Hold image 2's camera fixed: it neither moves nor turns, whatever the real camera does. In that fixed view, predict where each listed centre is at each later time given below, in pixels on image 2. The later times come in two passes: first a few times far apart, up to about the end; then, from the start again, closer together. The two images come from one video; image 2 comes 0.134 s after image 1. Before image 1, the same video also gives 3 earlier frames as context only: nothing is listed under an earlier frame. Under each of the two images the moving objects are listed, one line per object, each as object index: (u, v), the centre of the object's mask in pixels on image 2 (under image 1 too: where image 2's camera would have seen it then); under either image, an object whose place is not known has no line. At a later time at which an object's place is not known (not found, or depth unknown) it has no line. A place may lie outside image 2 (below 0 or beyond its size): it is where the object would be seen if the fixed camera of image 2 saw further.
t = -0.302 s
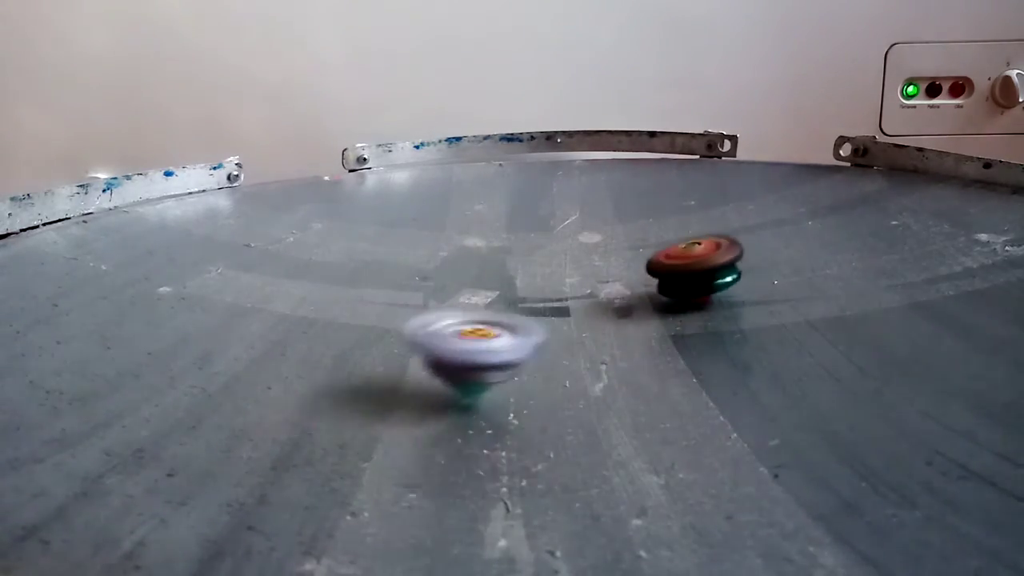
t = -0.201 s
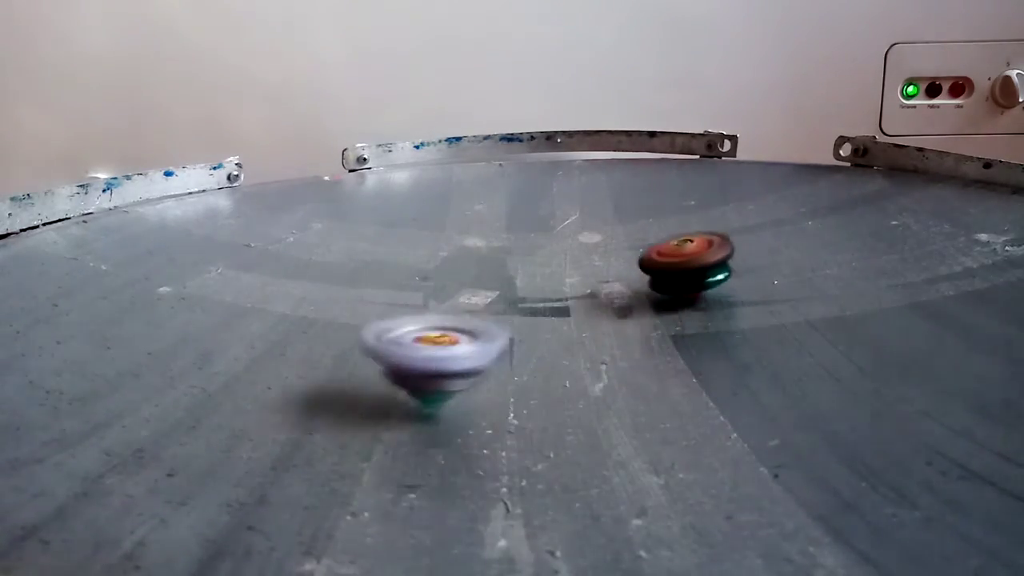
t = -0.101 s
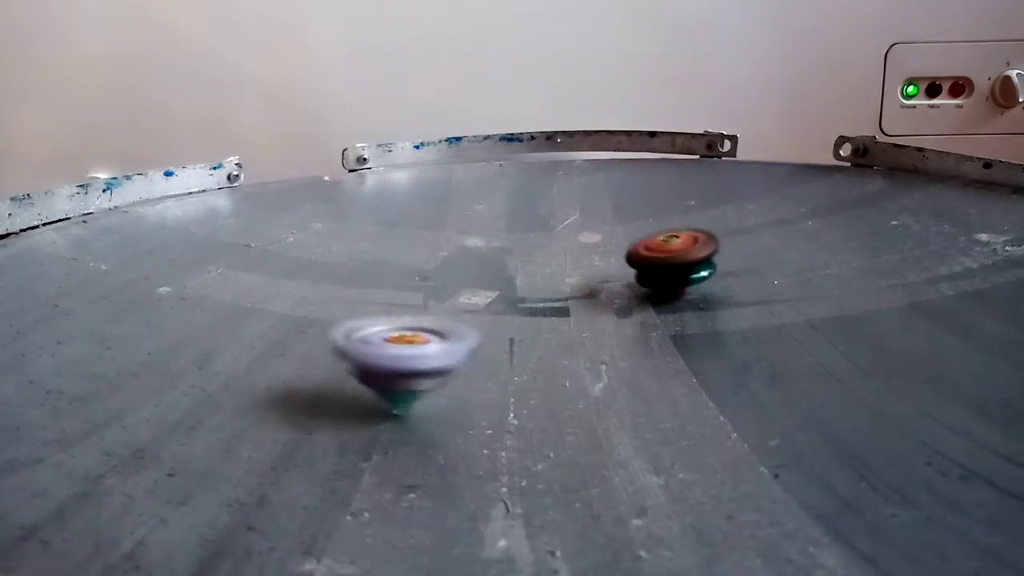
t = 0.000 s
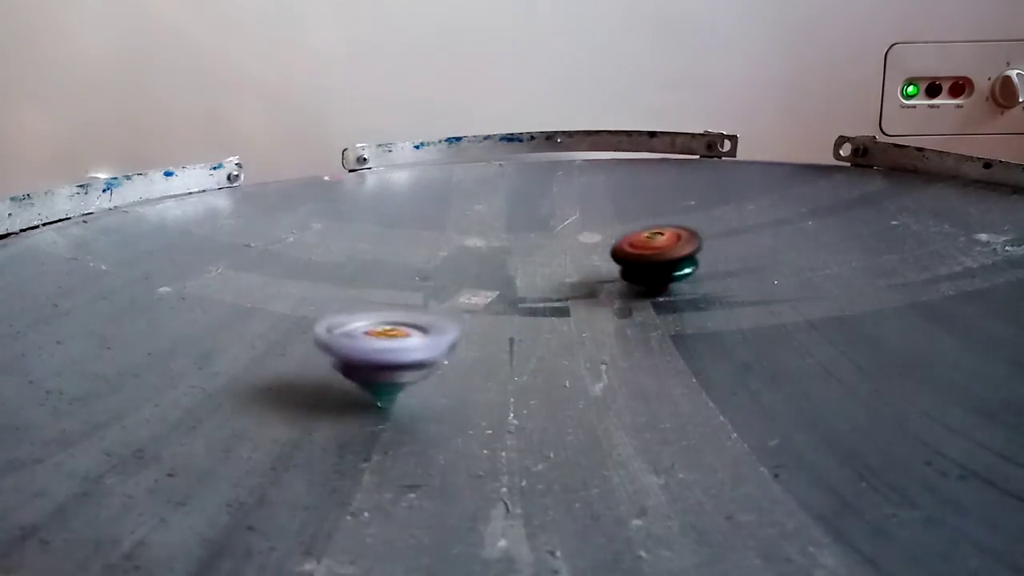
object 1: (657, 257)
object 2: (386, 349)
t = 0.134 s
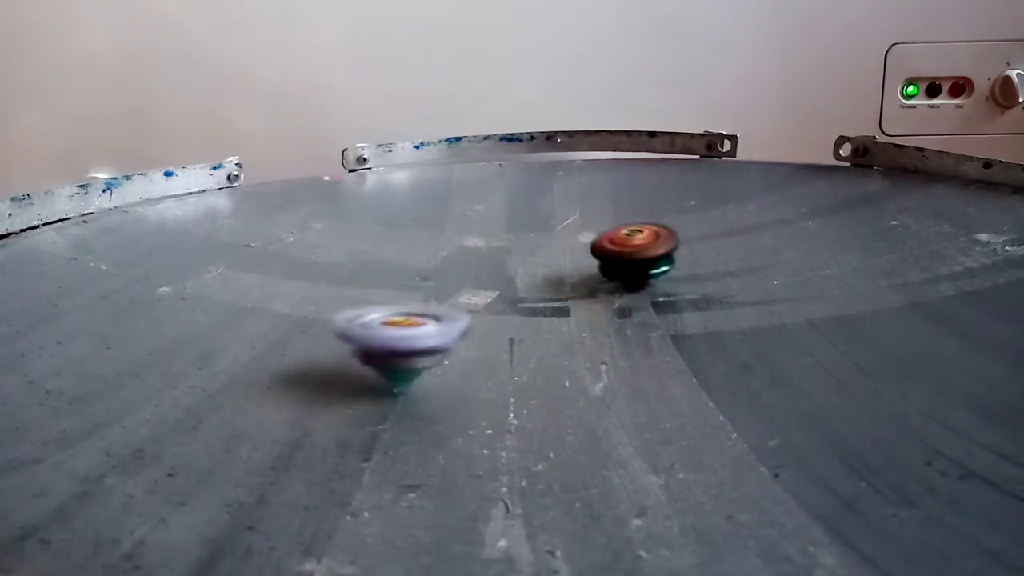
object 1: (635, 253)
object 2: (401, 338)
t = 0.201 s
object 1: (621, 252)
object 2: (424, 333)
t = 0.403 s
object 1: (571, 250)
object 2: (504, 318)
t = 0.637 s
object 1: (518, 253)
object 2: (610, 300)
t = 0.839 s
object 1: (480, 258)
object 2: (687, 287)
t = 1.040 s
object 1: (448, 265)
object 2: (723, 283)
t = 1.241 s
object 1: (427, 276)
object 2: (697, 286)
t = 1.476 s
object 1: (412, 293)
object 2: (611, 284)
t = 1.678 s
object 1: (417, 309)
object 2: (537, 276)
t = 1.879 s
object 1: (444, 320)
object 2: (483, 261)
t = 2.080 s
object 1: (496, 330)
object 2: (481, 263)
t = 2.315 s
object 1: (568, 339)
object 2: (461, 268)
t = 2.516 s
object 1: (628, 340)
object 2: (449, 278)
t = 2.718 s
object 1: (682, 331)
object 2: (458, 289)
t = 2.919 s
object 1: (705, 321)
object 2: (481, 302)
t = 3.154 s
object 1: (701, 303)
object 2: (520, 316)
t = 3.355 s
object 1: (676, 290)
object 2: (561, 324)
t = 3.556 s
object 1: (640, 275)
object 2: (592, 330)
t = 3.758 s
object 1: (597, 270)
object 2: (597, 331)
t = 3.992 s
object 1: (540, 267)
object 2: (572, 320)
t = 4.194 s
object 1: (499, 263)
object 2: (551, 305)
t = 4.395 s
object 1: (469, 265)
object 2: (548, 286)
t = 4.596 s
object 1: (441, 270)
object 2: (550, 271)
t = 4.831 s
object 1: (425, 281)
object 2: (552, 261)
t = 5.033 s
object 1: (428, 295)
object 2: (554, 259)
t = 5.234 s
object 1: (453, 309)
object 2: (543, 264)
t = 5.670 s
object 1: (564, 327)
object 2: (509, 280)
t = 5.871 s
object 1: (615, 329)
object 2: (493, 293)
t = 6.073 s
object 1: (660, 324)
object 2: (489, 301)
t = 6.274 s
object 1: (687, 314)
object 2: (498, 309)
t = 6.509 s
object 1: (690, 302)
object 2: (522, 314)
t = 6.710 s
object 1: (663, 293)
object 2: (554, 314)
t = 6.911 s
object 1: (628, 276)
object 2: (579, 312)
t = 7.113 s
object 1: (573, 265)
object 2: (592, 305)
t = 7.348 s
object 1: (519, 278)
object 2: (590, 297)
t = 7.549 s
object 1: (485, 278)
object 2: (567, 291)
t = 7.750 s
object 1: (416, 281)
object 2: (578, 283)
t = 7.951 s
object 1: (240, 275)
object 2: (641, 269)
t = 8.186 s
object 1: (175, 273)
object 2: (632, 270)
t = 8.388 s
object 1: (198, 286)
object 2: (624, 289)
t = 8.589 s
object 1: (286, 306)
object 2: (655, 295)
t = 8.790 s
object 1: (454, 328)
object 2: (696, 300)
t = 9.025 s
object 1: (724, 339)
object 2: (722, 286)
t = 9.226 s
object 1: (925, 337)
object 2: (710, 306)
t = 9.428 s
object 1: (979, 341)
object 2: (704, 310)
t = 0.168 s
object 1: (628, 253)
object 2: (411, 336)
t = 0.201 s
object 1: (621, 252)
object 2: (424, 333)
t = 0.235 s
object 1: (614, 252)
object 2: (435, 330)
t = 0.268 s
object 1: (606, 252)
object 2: (451, 325)
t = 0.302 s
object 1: (598, 252)
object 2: (464, 324)
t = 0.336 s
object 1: (589, 251)
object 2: (477, 321)
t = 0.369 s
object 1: (579, 251)
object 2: (490, 319)
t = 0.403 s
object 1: (571, 250)
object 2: (504, 318)
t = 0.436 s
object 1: (563, 250)
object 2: (518, 314)
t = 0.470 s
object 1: (555, 250)
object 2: (535, 313)
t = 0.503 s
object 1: (547, 249)
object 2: (549, 310)
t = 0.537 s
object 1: (540, 250)
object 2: (566, 307)
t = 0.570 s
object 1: (532, 251)
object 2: (580, 304)
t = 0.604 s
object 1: (525, 253)
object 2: (595, 302)
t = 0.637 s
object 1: (518, 253)
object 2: (610, 300)
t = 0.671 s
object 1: (512, 254)
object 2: (625, 297)
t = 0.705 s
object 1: (504, 255)
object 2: (641, 295)
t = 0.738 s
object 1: (498, 256)
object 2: (653, 293)
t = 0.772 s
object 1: (492, 256)
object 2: (666, 291)
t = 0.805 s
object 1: (486, 257)
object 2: (677, 289)
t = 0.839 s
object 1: (480, 258)
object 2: (687, 287)
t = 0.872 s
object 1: (474, 259)
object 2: (696, 285)
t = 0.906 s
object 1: (468, 260)
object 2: (705, 284)
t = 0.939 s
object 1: (462, 261)
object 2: (713, 283)
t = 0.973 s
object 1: (457, 262)
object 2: (719, 283)
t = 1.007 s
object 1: (453, 263)
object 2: (722, 283)
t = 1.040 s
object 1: (448, 265)
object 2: (723, 283)
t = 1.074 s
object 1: (444, 266)
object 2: (723, 283)
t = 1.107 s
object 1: (441, 268)
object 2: (722, 283)
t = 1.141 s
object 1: (437, 270)
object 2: (718, 283)
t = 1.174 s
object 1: (434, 271)
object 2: (713, 284)
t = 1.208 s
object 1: (430, 274)
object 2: (706, 285)
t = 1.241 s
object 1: (427, 276)
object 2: (697, 286)
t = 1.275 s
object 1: (423, 278)
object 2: (685, 287)
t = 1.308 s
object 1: (419, 281)
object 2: (674, 287)
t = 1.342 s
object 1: (417, 283)
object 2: (662, 287)
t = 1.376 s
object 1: (414, 285)
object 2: (650, 286)
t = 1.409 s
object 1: (413, 288)
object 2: (637, 285)
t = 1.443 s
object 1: (412, 290)
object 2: (623, 284)
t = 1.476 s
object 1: (412, 293)
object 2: (611, 284)
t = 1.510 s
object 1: (412, 295)
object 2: (598, 283)
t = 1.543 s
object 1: (413, 298)
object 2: (585, 282)
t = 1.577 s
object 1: (414, 301)
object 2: (572, 281)
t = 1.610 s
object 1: (413, 303)
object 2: (560, 280)
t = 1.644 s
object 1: (415, 307)
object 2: (548, 278)
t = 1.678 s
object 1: (417, 309)
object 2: (537, 276)
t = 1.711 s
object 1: (420, 311)
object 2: (526, 274)
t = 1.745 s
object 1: (423, 312)
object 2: (515, 272)
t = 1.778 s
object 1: (426, 313)
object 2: (507, 269)
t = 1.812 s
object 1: (431, 315)
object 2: (498, 267)
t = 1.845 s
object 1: (436, 318)
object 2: (489, 263)
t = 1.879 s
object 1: (444, 320)
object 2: (483, 261)
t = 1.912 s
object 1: (452, 322)
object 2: (479, 260)
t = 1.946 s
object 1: (461, 323)
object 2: (476, 259)
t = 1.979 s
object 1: (469, 326)
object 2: (478, 260)
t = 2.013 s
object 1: (478, 327)
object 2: (481, 261)
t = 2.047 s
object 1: (488, 329)
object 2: (481, 262)
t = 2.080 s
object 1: (496, 330)
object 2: (481, 263)
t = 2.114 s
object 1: (506, 332)
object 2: (477, 263)
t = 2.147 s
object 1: (517, 334)
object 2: (474, 264)
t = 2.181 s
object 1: (528, 336)
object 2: (472, 265)
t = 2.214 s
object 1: (537, 337)
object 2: (469, 265)
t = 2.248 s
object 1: (547, 339)
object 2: (466, 266)
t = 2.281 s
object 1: (557, 339)
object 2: (463, 267)
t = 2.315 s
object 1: (568, 339)
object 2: (461, 268)
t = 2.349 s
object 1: (578, 340)
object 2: (459, 270)
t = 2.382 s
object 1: (588, 340)
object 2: (455, 272)
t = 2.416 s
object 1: (599, 341)
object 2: (452, 273)
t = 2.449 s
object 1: (609, 341)
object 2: (449, 275)
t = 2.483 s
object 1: (618, 341)
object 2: (447, 276)
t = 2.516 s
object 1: (628, 340)
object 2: (449, 278)
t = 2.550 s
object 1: (639, 339)
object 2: (449, 280)
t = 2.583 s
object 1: (648, 338)
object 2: (452, 282)
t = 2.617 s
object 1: (659, 336)
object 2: (452, 284)
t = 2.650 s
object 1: (668, 334)
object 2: (454, 286)
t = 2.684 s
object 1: (676, 333)
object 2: (456, 288)
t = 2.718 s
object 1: (682, 331)
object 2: (458, 289)
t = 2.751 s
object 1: (688, 330)
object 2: (460, 292)
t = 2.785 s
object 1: (693, 328)
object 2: (464, 293)
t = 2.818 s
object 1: (697, 326)
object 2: (467, 296)
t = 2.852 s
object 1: (701, 324)
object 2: (472, 298)
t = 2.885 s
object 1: (704, 322)
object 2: (477, 300)
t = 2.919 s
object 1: (705, 321)
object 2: (481, 302)
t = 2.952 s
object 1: (706, 318)
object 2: (487, 304)
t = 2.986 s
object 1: (707, 316)
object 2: (493, 306)
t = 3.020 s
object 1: (707, 314)
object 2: (498, 309)
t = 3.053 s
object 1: (707, 311)
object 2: (504, 311)
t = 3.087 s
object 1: (705, 308)
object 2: (511, 313)
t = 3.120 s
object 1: (703, 306)
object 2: (517, 315)
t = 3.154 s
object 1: (701, 303)
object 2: (520, 316)
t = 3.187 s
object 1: (698, 300)
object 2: (525, 317)
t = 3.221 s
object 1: (694, 298)
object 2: (529, 318)
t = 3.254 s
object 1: (690, 296)
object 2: (533, 319)
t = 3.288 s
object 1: (686, 294)
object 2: (546, 322)
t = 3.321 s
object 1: (681, 292)
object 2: (553, 323)
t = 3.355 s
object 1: (676, 290)
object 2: (561, 324)
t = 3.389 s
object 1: (671, 289)
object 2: (568, 325)
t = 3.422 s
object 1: (666, 288)
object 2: (575, 326)
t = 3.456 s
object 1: (661, 285)
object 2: (581, 327)
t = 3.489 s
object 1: (656, 281)
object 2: (585, 328)
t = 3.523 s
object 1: (647, 277)
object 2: (589, 329)
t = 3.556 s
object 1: (640, 275)
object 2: (592, 330)
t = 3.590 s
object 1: (633, 273)
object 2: (596, 330)
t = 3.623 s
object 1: (626, 272)
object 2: (597, 331)
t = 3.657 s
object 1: (619, 272)
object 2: (598, 330)
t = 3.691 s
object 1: (612, 271)
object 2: (599, 331)
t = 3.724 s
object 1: (604, 271)
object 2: (598, 331)
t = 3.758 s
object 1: (597, 270)
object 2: (597, 331)
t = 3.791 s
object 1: (589, 270)
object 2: (595, 330)
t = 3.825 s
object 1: (582, 269)
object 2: (593, 328)
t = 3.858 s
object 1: (573, 269)
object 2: (590, 327)
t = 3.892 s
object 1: (566, 269)
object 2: (587, 326)
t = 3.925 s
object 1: (557, 269)
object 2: (582, 324)
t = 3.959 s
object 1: (549, 268)
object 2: (577, 322)
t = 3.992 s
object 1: (540, 267)
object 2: (572, 320)
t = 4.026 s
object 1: (532, 266)
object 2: (567, 318)
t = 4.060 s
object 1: (525, 265)
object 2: (565, 315)
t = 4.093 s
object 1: (518, 264)
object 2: (563, 312)
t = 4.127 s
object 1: (512, 263)
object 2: (556, 311)
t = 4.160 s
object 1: (506, 263)
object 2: (554, 308)
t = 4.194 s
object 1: (499, 263)
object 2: (551, 305)
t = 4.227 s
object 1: (493, 264)
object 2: (550, 301)
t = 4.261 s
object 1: (489, 264)
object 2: (549, 298)
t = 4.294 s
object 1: (485, 264)
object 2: (549, 294)
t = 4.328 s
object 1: (481, 264)
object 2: (549, 292)
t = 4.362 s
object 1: (475, 264)
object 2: (548, 289)
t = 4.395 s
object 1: (469, 265)
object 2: (548, 286)
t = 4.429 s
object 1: (463, 264)
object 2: (548, 283)
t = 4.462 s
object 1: (458, 266)
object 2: (548, 281)
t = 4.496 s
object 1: (453, 267)
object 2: (549, 278)
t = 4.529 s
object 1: (449, 268)
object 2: (549, 276)
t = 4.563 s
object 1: (445, 269)
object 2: (549, 274)
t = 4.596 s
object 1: (441, 270)
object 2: (550, 271)
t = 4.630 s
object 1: (439, 271)
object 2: (552, 270)
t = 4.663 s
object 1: (437, 272)
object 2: (553, 268)
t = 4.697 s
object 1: (434, 273)
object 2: (553, 267)
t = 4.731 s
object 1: (432, 275)
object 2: (552, 266)
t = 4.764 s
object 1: (429, 277)
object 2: (552, 265)
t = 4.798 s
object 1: (428, 279)
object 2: (552, 263)
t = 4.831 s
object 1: (425, 281)
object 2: (552, 261)
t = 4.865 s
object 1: (424, 283)
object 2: (553, 260)
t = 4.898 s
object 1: (424, 286)
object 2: (553, 260)
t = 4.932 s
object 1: (424, 288)
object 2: (554, 259)
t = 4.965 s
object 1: (424, 290)
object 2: (555, 259)
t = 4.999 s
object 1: (425, 293)
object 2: (555, 259)
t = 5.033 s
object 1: (428, 295)
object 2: (554, 259)
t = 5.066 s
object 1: (430, 297)
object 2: (552, 261)
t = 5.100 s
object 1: (434, 299)
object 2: (549, 261)
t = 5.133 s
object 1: (438, 301)
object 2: (547, 261)
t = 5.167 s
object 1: (442, 304)
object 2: (545, 262)
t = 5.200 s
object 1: (447, 306)
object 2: (544, 263)
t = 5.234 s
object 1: (453, 309)
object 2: (543, 264)
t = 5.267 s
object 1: (460, 312)
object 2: (540, 265)
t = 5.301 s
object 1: (468, 313)
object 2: (535, 265)
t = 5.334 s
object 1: (475, 314)
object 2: (532, 265)
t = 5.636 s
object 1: (553, 326)
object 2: (513, 276)
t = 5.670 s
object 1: (564, 327)
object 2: (509, 280)
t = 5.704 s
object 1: (574, 327)
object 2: (506, 283)
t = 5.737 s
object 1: (582, 327)
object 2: (503, 286)
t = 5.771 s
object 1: (590, 327)
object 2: (500, 288)
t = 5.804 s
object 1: (598, 328)
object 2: (498, 289)
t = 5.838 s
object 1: (606, 328)
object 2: (496, 291)
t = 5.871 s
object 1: (615, 329)
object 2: (493, 293)
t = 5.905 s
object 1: (623, 328)
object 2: (491, 295)
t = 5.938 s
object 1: (631, 327)
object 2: (490, 295)
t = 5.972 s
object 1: (639, 326)
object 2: (489, 297)
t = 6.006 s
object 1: (646, 326)
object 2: (489, 299)
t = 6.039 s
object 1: (653, 324)
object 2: (490, 300)
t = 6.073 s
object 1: (660, 324)
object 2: (489, 301)
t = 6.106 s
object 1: (666, 322)
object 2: (490, 303)
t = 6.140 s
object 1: (672, 321)
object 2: (492, 304)
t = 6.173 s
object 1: (677, 319)
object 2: (493, 305)
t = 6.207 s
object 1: (681, 318)
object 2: (494, 307)
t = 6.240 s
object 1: (685, 316)
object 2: (496, 309)
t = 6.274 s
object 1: (687, 314)
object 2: (498, 309)
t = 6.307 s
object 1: (690, 313)
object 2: (499, 311)
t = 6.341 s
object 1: (691, 311)
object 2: (503, 311)
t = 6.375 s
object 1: (692, 310)
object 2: (507, 312)
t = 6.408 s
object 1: (693, 307)
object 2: (512, 312)
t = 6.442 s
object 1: (693, 305)
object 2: (516, 314)
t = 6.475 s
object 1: (692, 304)
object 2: (519, 314)
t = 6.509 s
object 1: (690, 302)
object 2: (522, 314)
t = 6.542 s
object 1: (687, 300)
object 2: (524, 313)
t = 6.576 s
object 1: (683, 298)
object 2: (528, 314)
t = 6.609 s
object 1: (679, 297)
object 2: (531, 313)
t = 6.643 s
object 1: (674, 296)
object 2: (536, 313)
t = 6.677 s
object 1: (669, 295)
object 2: (548, 314)
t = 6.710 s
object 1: (663, 293)
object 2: (554, 314)
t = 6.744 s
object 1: (658, 291)
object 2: (560, 313)
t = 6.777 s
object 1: (653, 289)
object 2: (563, 314)
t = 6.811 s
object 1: (648, 288)
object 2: (568, 313)
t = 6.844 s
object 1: (644, 285)
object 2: (573, 312)
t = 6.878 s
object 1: (636, 282)
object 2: (575, 312)
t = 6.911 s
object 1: (628, 276)
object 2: (579, 312)
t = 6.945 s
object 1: (619, 272)
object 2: (581, 310)
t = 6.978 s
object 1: (607, 268)
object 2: (584, 310)
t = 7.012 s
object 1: (598, 267)
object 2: (587, 309)
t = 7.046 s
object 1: (590, 265)
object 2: (589, 307)
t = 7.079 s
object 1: (581, 266)
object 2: (590, 307)
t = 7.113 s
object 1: (573, 265)
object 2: (592, 305)
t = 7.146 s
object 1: (562, 267)
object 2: (592, 304)
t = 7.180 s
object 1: (553, 270)
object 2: (593, 303)
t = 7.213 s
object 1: (544, 275)
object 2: (594, 302)
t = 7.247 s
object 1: (537, 276)
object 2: (594, 300)
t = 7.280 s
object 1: (531, 278)
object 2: (594, 299)
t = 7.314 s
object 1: (525, 278)
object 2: (593, 298)
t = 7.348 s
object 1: (519, 278)
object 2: (590, 297)
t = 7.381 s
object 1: (514, 279)
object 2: (587, 298)
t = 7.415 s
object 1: (507, 278)
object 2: (583, 296)
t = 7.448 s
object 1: (501, 277)
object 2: (577, 296)
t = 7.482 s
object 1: (496, 278)
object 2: (573, 295)
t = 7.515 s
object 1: (489, 278)
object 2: (568, 293)
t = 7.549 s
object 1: (485, 278)
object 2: (567, 291)
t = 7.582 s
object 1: (480, 280)
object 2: (565, 289)
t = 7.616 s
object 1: (475, 280)
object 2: (559, 288)
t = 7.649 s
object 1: (469, 280)
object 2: (555, 287)
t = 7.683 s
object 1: (465, 281)
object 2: (553, 285)
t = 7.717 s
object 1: (458, 281)
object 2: (554, 283)
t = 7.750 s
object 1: (416, 281)
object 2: (578, 283)
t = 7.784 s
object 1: (375, 282)
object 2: (613, 281)
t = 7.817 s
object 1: (342, 281)
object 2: (630, 278)
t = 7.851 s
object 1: (312, 280)
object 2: (640, 276)
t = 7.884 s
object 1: (284, 278)
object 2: (645, 273)
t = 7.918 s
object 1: (260, 276)
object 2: (644, 270)
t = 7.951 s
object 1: (240, 275)
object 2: (641, 269)
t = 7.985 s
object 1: (222, 274)
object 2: (638, 266)
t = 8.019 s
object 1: (207, 273)
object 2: (635, 264)
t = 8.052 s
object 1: (194, 272)
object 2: (636, 265)
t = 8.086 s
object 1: (186, 271)
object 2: (638, 265)
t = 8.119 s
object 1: (181, 271)
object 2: (637, 266)
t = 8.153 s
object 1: (177, 272)
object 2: (635, 268)
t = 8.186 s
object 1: (175, 273)
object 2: (632, 270)
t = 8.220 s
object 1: (174, 274)
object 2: (627, 272)
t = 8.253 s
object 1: (176, 276)
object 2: (623, 278)
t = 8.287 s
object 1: (179, 278)
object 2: (621, 279)
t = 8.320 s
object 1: (184, 282)
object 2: (620, 285)
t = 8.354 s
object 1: (190, 283)
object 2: (621, 289)
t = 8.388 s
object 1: (198, 286)
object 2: (624, 289)
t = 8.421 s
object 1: (209, 290)
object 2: (626, 290)
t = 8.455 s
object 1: (220, 294)
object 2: (632, 292)
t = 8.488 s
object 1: (234, 297)
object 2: (638, 295)
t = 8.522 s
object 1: (248, 299)
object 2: (643, 294)
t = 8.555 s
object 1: (266, 302)
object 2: (648, 295)
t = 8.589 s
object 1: (286, 306)
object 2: (655, 295)
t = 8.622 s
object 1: (306, 310)
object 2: (660, 297)
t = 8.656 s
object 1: (329, 313)
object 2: (668, 298)
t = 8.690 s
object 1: (358, 317)
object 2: (676, 298)
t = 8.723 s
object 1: (386, 321)
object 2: (683, 300)
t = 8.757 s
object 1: (420, 324)
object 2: (689, 299)
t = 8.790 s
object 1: (454, 328)
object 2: (696, 300)
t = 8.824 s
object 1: (491, 330)
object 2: (703, 301)
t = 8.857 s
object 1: (524, 333)
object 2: (706, 303)
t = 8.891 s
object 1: (560, 335)
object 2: (711, 303)
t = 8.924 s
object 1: (601, 336)
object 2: (713, 302)
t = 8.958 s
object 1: (644, 337)
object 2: (720, 297)
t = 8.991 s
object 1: (679, 338)
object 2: (722, 289)
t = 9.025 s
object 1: (724, 339)
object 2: (722, 286)
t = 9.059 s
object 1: (758, 338)
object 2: (719, 288)
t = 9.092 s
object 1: (808, 339)
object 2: (719, 297)
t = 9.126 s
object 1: (840, 338)
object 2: (718, 301)
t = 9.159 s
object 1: (873, 338)
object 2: (714, 303)
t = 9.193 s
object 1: (899, 337)
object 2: (712, 304)
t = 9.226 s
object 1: (925, 337)
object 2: (710, 306)
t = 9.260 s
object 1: (946, 338)
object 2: (709, 307)
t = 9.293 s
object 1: (957, 338)
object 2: (708, 310)
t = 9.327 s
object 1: (965, 339)
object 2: (706, 311)
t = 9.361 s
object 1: (971, 339)
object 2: (704, 311)
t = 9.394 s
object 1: (975, 340)
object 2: (704, 310)
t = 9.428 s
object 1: (979, 341)
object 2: (704, 310)
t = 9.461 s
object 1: (981, 342)
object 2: (705, 310)
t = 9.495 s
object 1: (983, 341)
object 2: (705, 311)
